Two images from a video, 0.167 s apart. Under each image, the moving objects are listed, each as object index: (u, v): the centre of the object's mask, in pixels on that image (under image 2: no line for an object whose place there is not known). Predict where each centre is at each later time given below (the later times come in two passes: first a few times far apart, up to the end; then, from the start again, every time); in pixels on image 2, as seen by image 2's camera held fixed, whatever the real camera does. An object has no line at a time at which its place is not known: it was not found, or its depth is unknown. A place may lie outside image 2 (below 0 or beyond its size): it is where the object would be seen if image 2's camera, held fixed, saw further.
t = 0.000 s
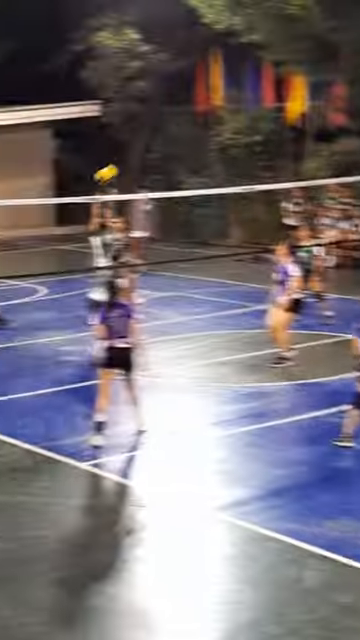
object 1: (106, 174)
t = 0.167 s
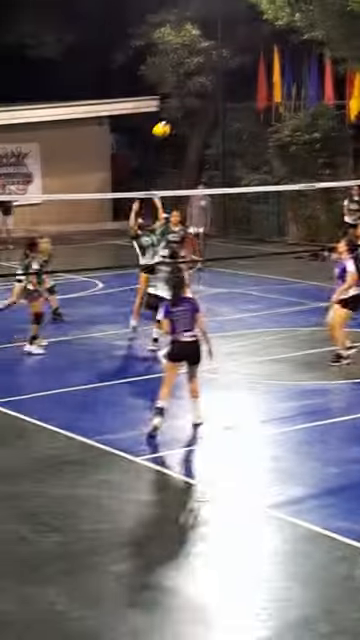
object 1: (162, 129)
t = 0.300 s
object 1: (160, 110)
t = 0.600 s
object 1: (155, 117)
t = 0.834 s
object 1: (152, 169)
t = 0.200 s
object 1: (161, 123)
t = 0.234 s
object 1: (160, 118)
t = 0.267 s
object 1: (160, 114)
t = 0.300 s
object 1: (160, 110)
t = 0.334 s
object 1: (159, 107)
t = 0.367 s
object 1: (158, 106)
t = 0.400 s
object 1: (156, 105)
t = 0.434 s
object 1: (157, 105)
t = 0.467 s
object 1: (156, 105)
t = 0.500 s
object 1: (156, 107)
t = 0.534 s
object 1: (155, 110)
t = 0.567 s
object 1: (155, 113)
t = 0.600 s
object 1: (155, 117)
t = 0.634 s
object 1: (154, 122)
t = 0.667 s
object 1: (154, 128)
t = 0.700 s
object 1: (153, 135)
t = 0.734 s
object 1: (153, 142)
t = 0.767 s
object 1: (152, 150)
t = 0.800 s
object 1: (153, 159)
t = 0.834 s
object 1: (152, 169)
